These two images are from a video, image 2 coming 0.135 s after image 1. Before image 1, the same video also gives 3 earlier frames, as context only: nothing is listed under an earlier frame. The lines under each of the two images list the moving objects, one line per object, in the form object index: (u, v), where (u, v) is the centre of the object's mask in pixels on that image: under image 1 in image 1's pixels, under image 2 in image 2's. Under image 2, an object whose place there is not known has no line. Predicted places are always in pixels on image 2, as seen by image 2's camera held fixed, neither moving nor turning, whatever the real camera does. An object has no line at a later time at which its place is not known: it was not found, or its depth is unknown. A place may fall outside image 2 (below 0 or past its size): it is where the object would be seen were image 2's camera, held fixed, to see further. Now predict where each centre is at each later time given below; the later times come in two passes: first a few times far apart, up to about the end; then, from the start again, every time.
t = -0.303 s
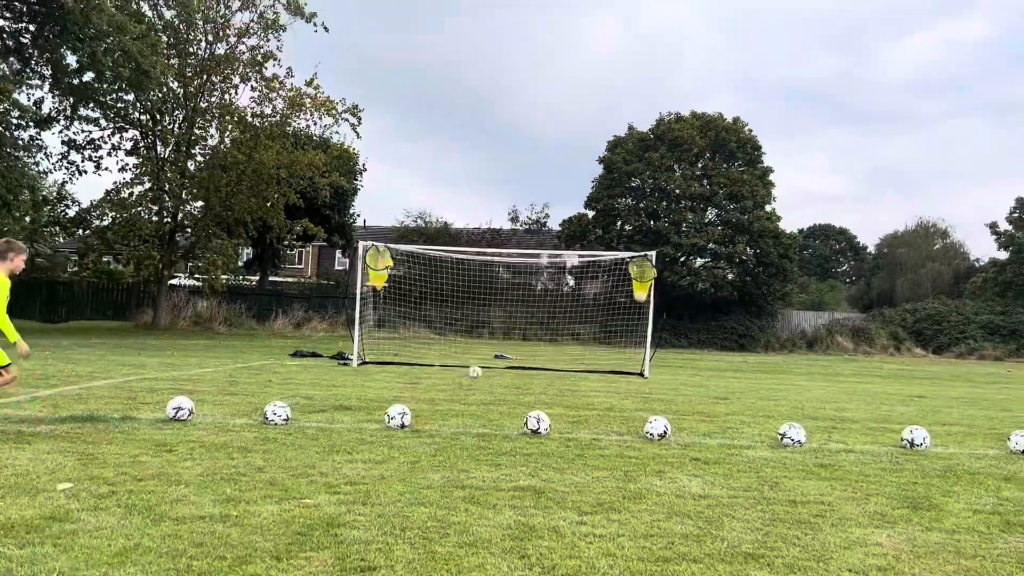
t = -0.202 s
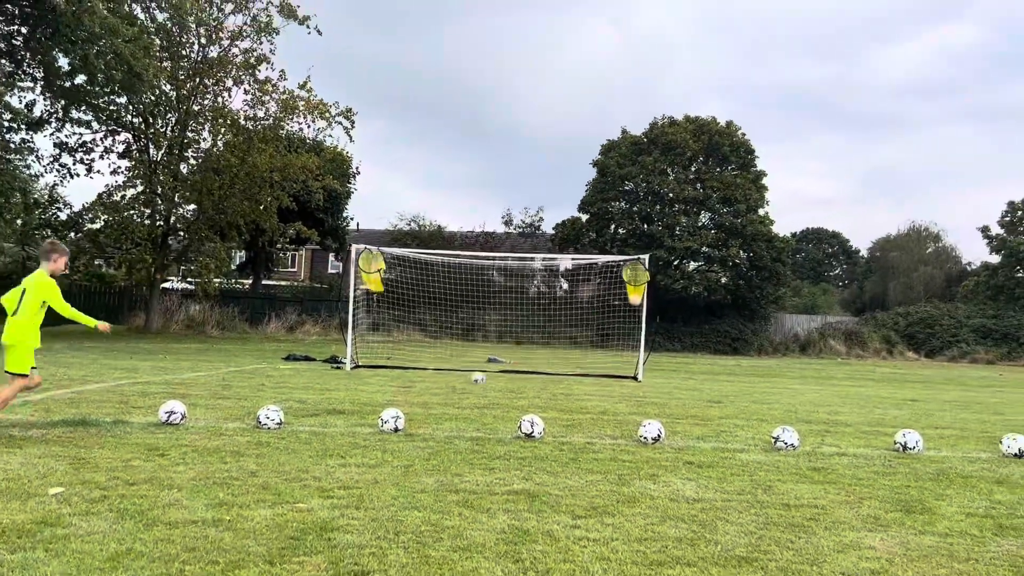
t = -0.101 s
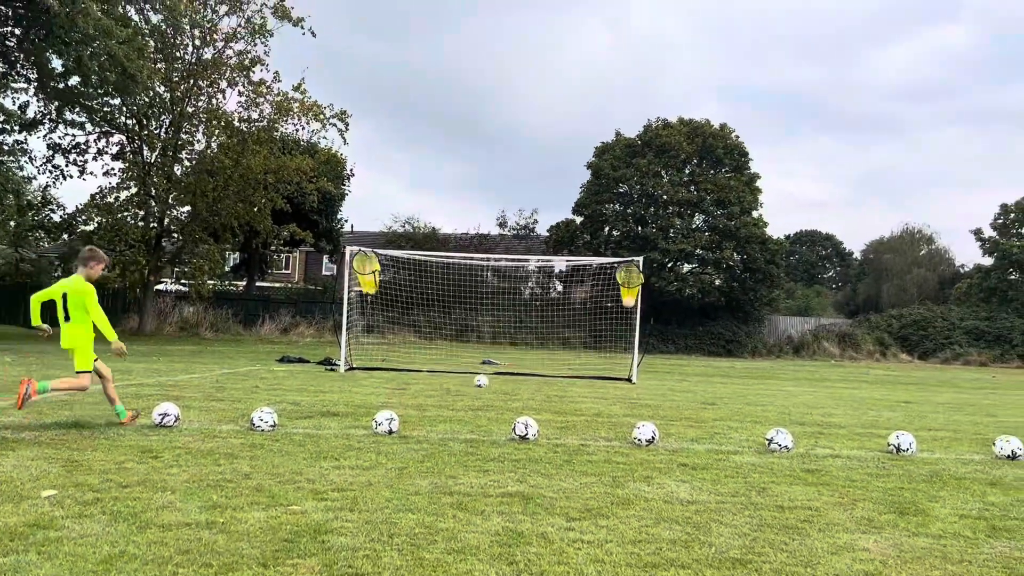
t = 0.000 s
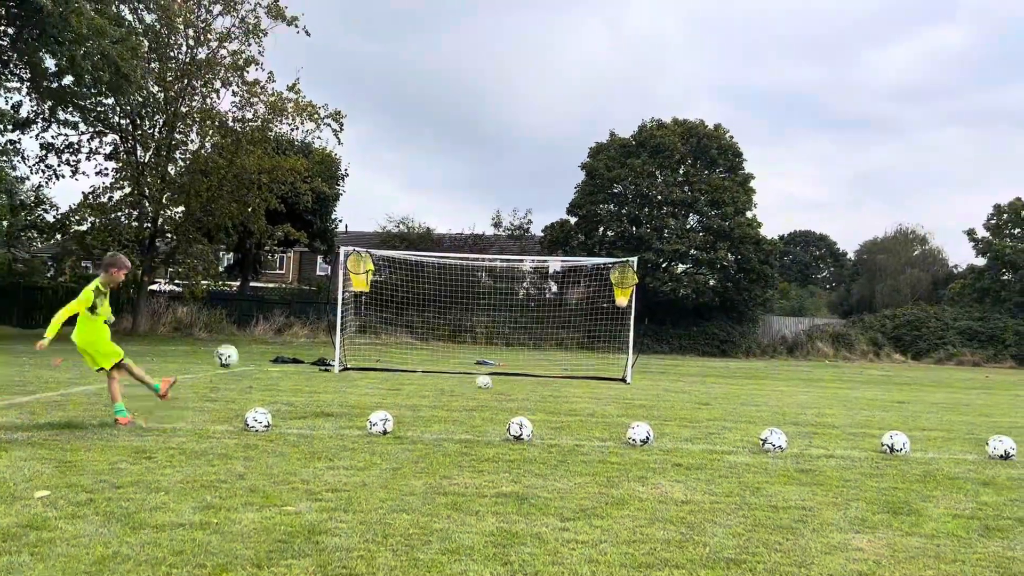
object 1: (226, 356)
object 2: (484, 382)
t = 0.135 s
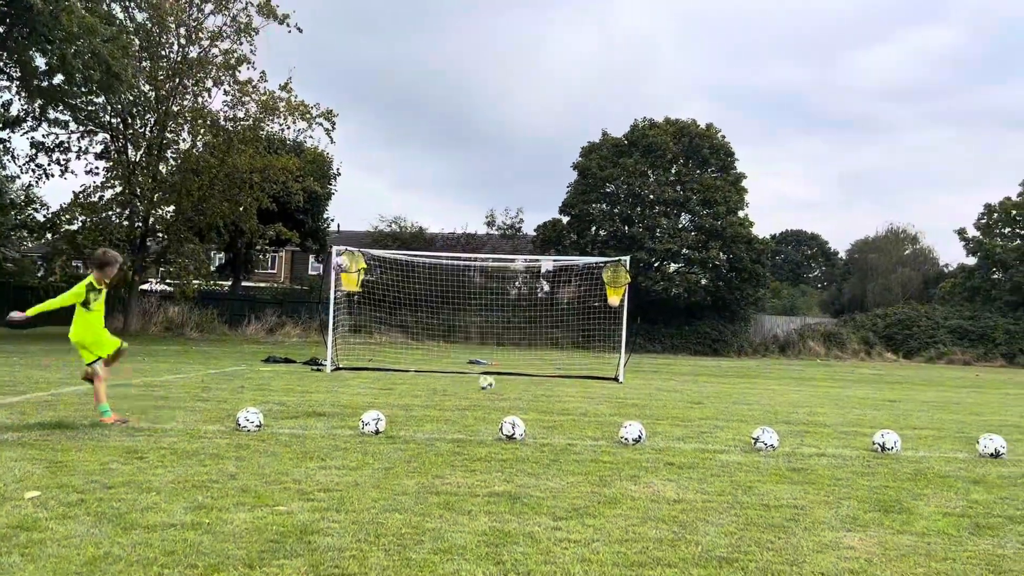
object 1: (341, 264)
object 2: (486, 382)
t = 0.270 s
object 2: (495, 384)
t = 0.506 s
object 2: (508, 386)
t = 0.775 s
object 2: (520, 387)
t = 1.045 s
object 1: (456, 372)
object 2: (521, 388)
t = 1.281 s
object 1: (465, 383)
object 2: (521, 388)
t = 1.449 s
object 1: (472, 390)
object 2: (522, 388)
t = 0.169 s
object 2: (489, 383)
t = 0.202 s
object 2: (491, 383)
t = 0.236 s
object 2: (494, 383)
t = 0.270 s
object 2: (495, 384)
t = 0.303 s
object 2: (496, 385)
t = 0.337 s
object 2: (499, 384)
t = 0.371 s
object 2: (501, 385)
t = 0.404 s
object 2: (502, 385)
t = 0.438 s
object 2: (503, 385)
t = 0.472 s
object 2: (506, 385)
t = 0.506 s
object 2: (508, 386)
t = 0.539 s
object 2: (510, 386)
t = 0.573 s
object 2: (512, 386)
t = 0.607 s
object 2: (513, 386)
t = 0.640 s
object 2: (515, 387)
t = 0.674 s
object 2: (517, 387)
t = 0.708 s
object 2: (519, 387)
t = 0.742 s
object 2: (520, 387)
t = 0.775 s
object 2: (520, 387)
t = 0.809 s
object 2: (521, 388)
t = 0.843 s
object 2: (521, 388)
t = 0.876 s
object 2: (521, 388)
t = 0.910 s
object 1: (450, 373)
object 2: (522, 388)
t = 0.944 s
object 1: (451, 375)
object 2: (521, 387)
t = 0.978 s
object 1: (453, 371)
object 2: (521, 388)
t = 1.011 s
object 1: (455, 370)
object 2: (521, 388)
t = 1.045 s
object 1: (456, 372)
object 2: (521, 388)
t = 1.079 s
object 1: (458, 377)
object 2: (521, 387)
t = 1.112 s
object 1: (459, 381)
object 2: (521, 387)
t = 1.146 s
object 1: (461, 378)
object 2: (521, 387)
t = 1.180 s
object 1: (462, 378)
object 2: (520, 388)
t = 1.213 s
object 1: (463, 382)
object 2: (521, 388)
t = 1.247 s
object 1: (464, 383)
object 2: (520, 387)
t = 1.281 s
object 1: (465, 383)
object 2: (521, 388)
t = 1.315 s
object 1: (466, 386)
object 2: (521, 388)
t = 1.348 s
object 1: (468, 387)
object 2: (521, 388)
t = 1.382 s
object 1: (469, 387)
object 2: (522, 388)
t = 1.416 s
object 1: (470, 389)
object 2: (522, 387)
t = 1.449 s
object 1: (472, 390)
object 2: (522, 388)
